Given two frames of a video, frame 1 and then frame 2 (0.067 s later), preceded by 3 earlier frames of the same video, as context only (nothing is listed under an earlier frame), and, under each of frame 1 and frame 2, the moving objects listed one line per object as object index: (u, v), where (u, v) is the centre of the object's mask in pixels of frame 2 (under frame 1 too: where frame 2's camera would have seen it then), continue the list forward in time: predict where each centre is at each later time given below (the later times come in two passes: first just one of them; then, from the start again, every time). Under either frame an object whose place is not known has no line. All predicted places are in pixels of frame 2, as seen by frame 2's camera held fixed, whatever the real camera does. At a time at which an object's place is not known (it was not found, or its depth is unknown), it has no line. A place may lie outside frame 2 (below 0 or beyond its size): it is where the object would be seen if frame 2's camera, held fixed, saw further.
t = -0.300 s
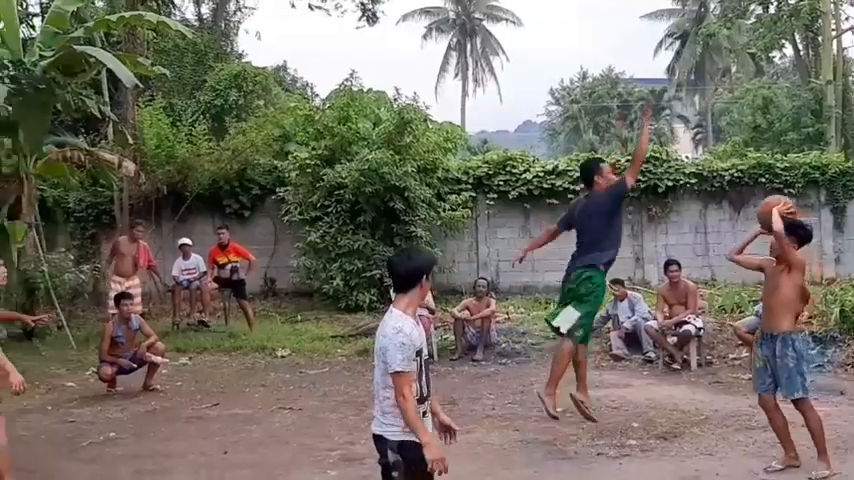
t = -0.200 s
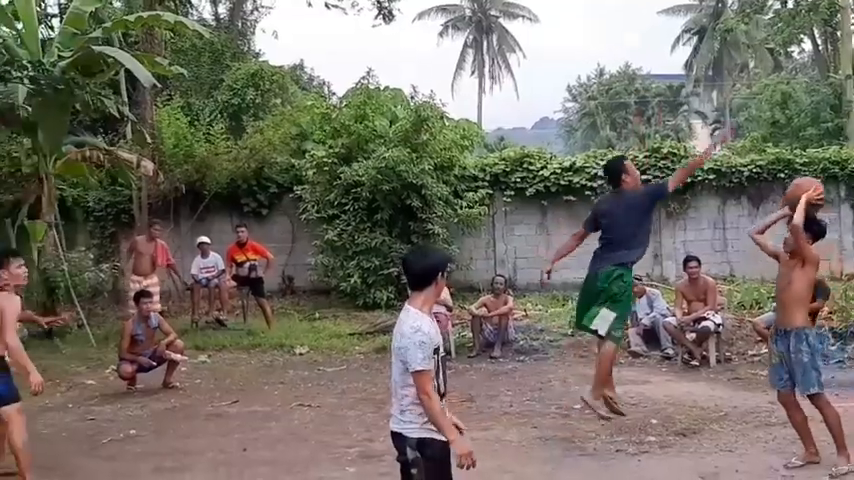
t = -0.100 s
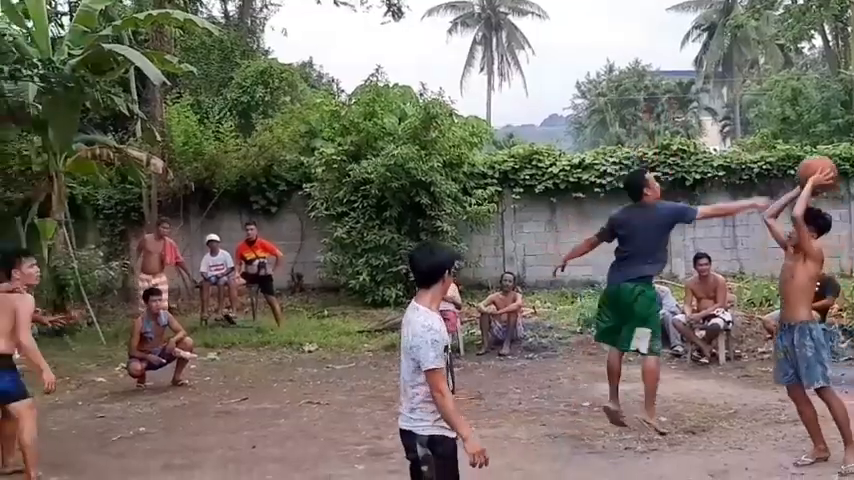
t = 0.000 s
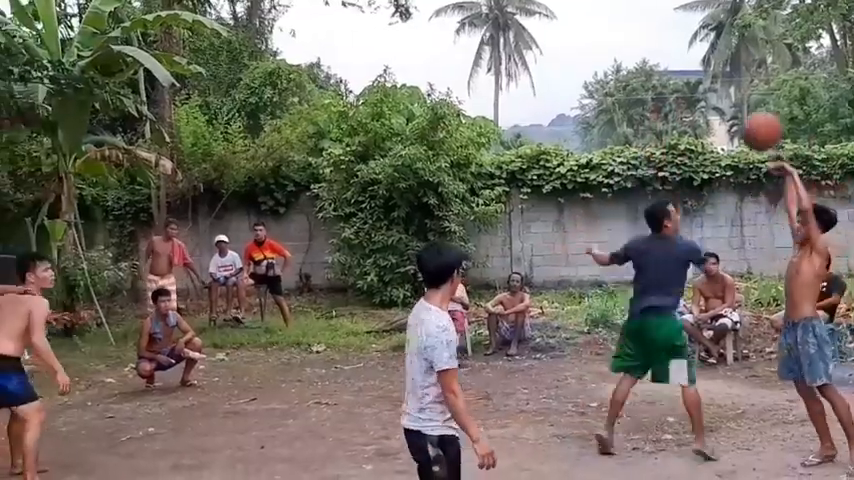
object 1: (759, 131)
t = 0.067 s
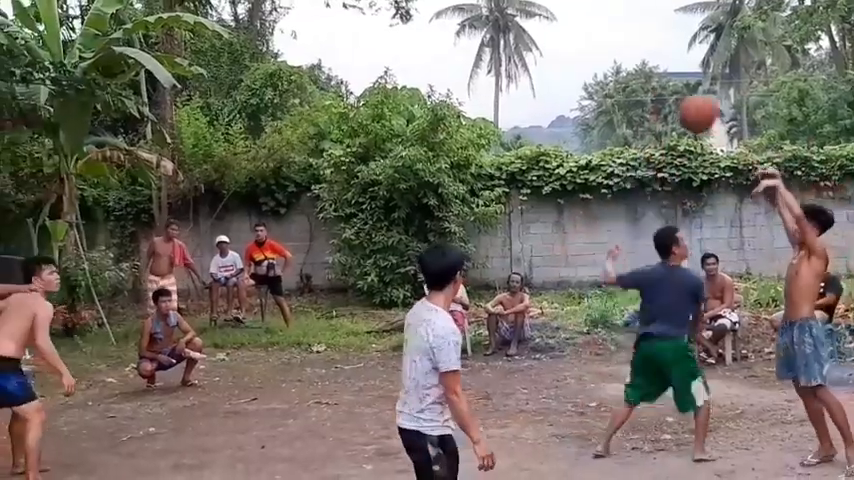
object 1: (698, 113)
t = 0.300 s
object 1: (484, 103)
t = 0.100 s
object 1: (667, 106)
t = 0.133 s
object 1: (638, 102)
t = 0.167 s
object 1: (607, 100)
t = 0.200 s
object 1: (575, 98)
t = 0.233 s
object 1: (544, 98)
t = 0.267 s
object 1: (515, 99)
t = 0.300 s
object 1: (484, 103)
